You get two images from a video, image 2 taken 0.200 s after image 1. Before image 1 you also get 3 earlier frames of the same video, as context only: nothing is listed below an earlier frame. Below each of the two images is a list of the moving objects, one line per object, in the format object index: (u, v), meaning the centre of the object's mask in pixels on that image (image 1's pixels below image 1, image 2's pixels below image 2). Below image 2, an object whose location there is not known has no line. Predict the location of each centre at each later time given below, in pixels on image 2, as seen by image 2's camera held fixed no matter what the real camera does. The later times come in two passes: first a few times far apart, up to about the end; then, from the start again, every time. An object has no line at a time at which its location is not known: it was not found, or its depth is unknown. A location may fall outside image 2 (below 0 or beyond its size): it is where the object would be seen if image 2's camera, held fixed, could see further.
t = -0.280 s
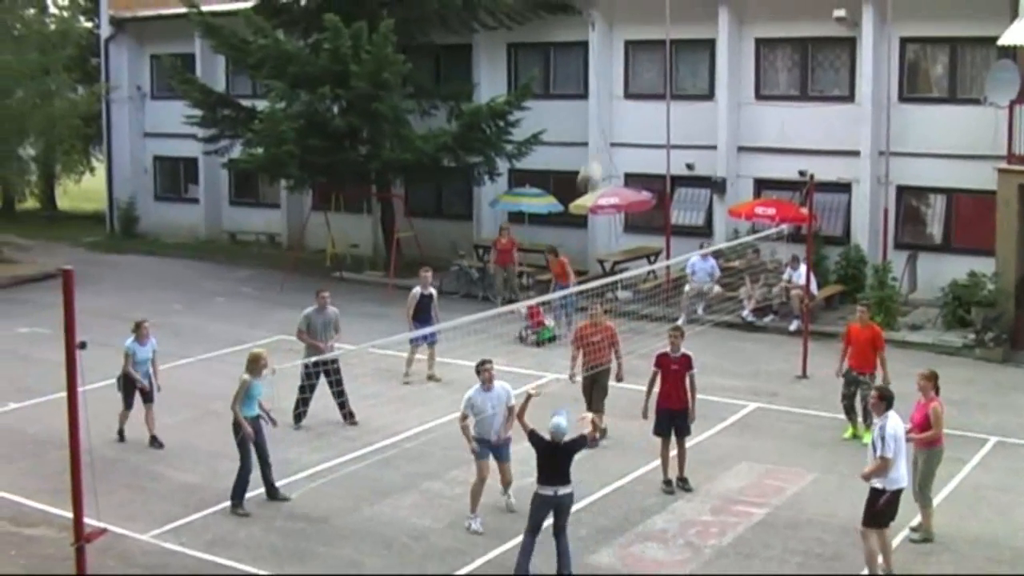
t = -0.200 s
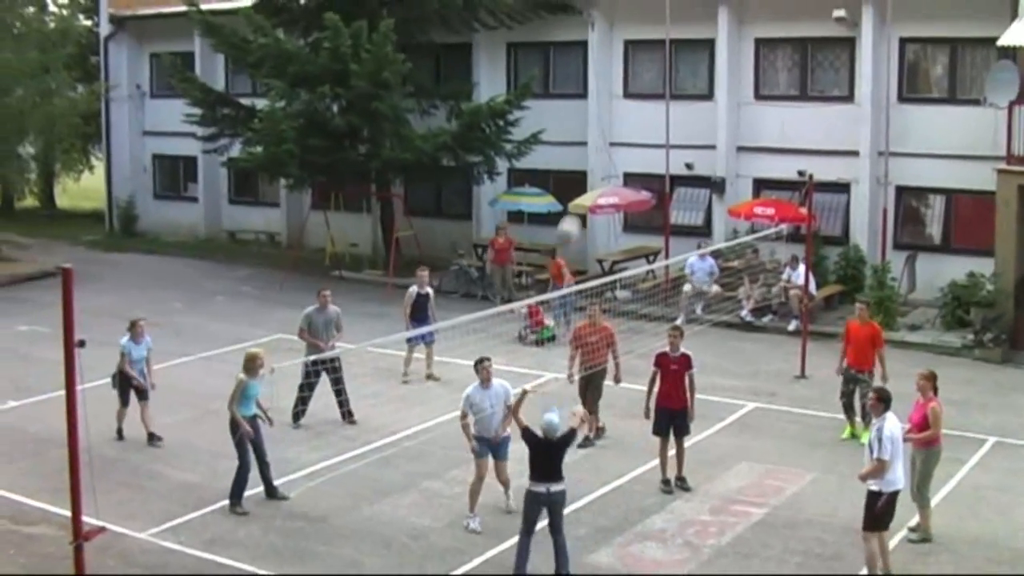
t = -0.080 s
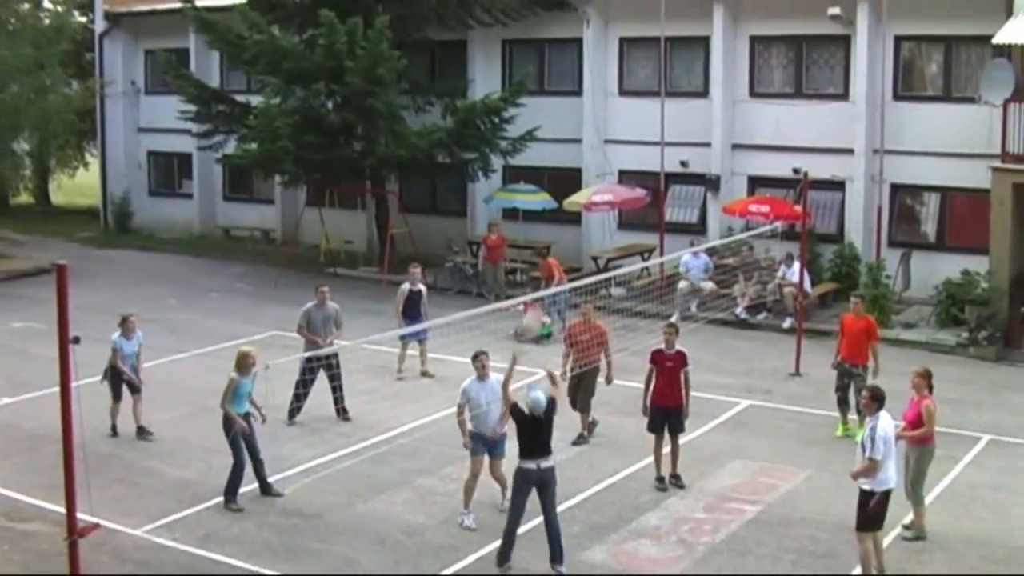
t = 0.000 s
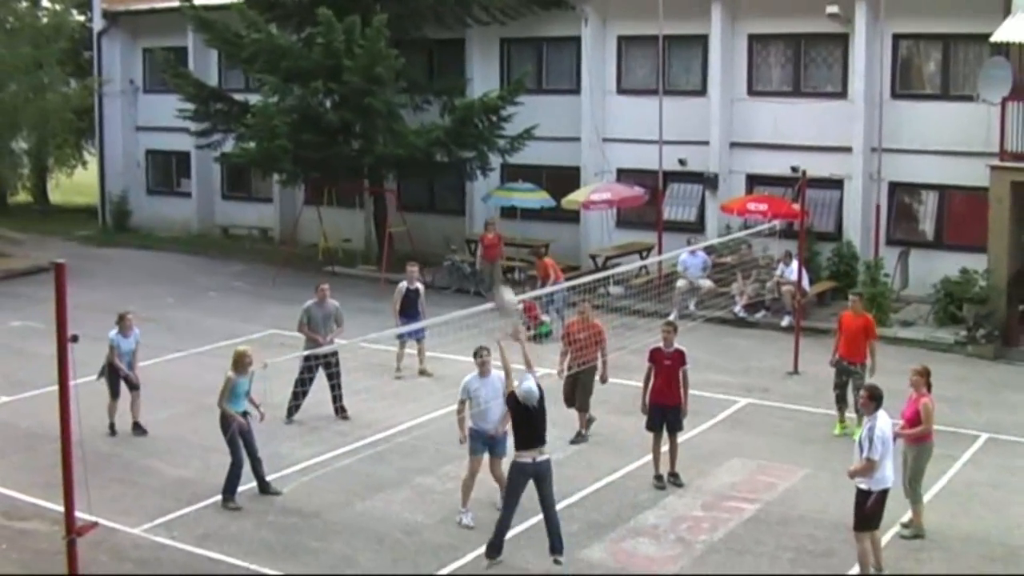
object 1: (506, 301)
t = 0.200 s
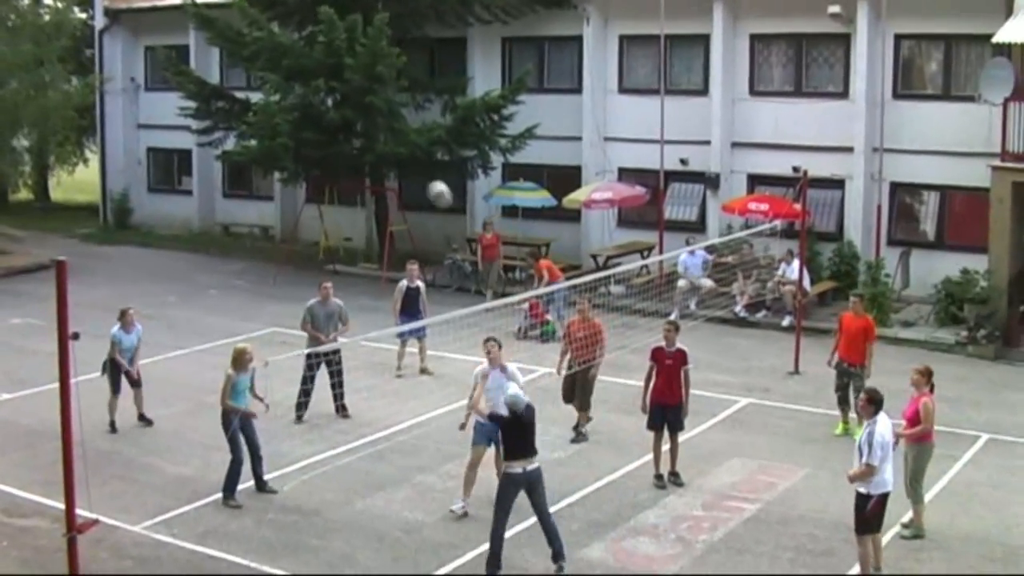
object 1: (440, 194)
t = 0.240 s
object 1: (428, 180)
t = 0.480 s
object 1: (364, 136)
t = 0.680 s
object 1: (319, 143)
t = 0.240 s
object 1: (428, 180)
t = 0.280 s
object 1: (416, 168)
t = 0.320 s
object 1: (405, 158)
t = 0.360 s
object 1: (394, 150)
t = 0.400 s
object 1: (384, 144)
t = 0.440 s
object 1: (374, 139)
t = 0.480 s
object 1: (364, 136)
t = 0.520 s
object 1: (355, 135)
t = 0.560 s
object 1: (346, 135)
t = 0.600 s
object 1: (336, 136)
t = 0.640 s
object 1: (327, 139)
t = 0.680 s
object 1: (319, 143)
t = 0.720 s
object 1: (311, 149)
